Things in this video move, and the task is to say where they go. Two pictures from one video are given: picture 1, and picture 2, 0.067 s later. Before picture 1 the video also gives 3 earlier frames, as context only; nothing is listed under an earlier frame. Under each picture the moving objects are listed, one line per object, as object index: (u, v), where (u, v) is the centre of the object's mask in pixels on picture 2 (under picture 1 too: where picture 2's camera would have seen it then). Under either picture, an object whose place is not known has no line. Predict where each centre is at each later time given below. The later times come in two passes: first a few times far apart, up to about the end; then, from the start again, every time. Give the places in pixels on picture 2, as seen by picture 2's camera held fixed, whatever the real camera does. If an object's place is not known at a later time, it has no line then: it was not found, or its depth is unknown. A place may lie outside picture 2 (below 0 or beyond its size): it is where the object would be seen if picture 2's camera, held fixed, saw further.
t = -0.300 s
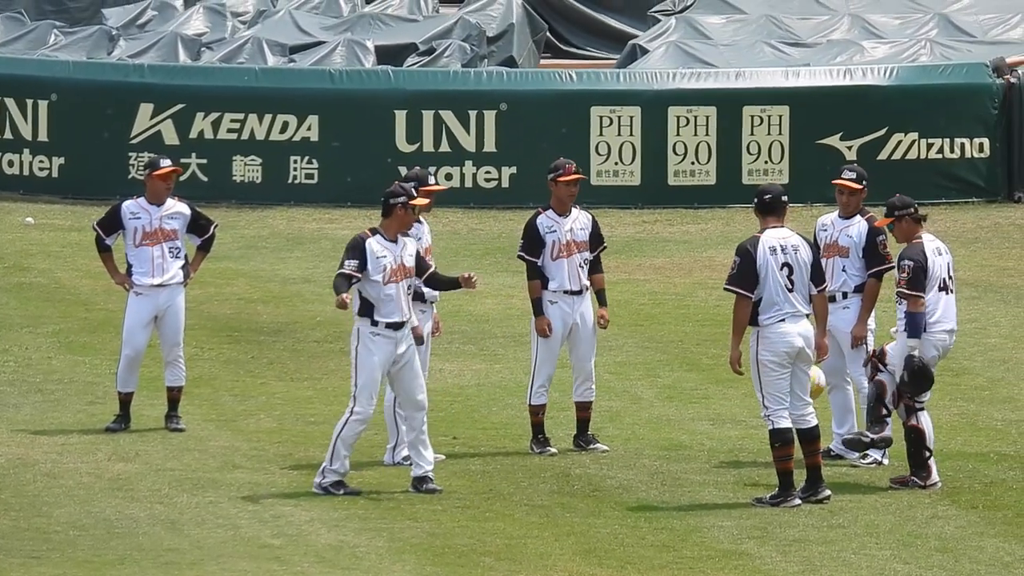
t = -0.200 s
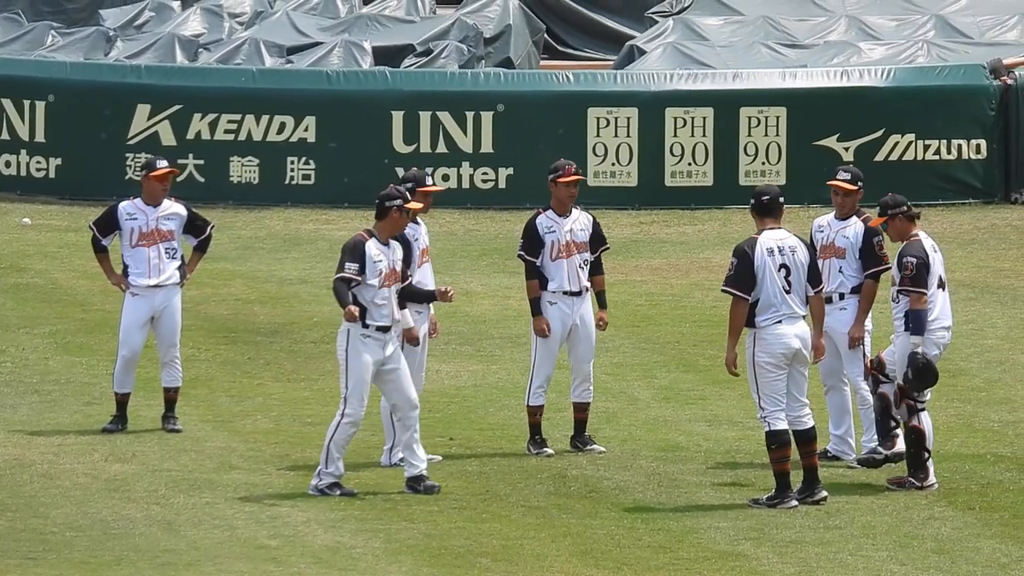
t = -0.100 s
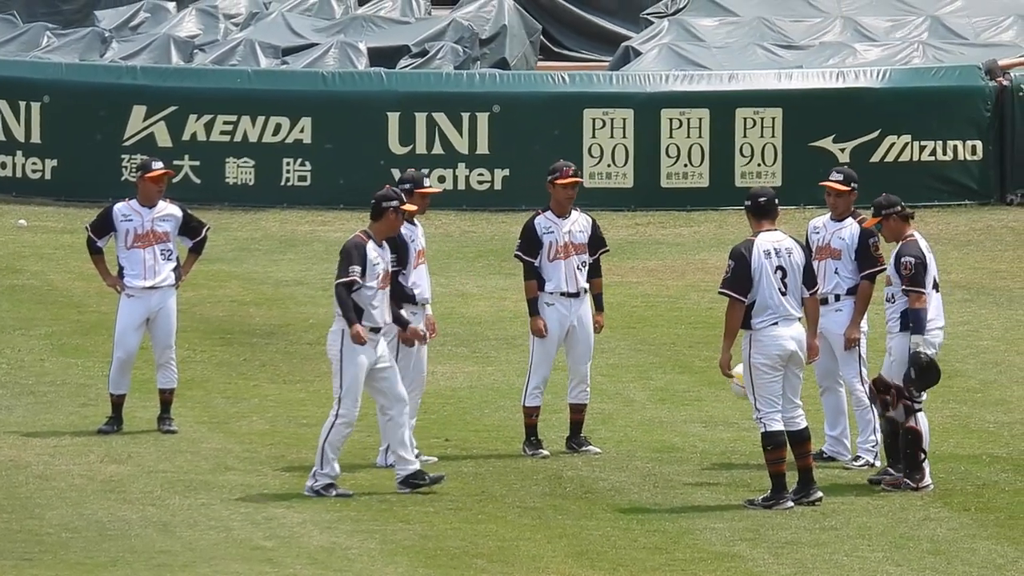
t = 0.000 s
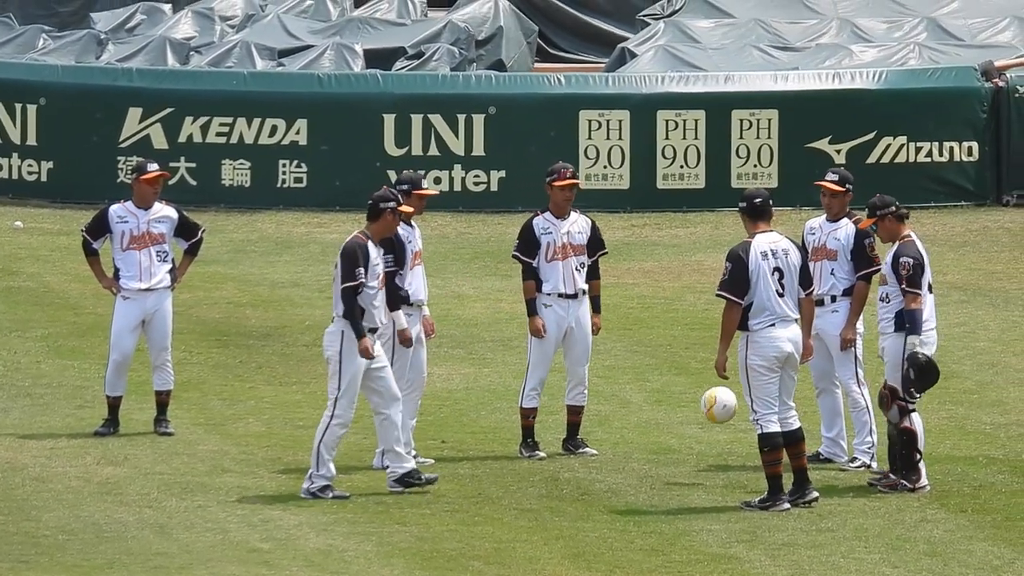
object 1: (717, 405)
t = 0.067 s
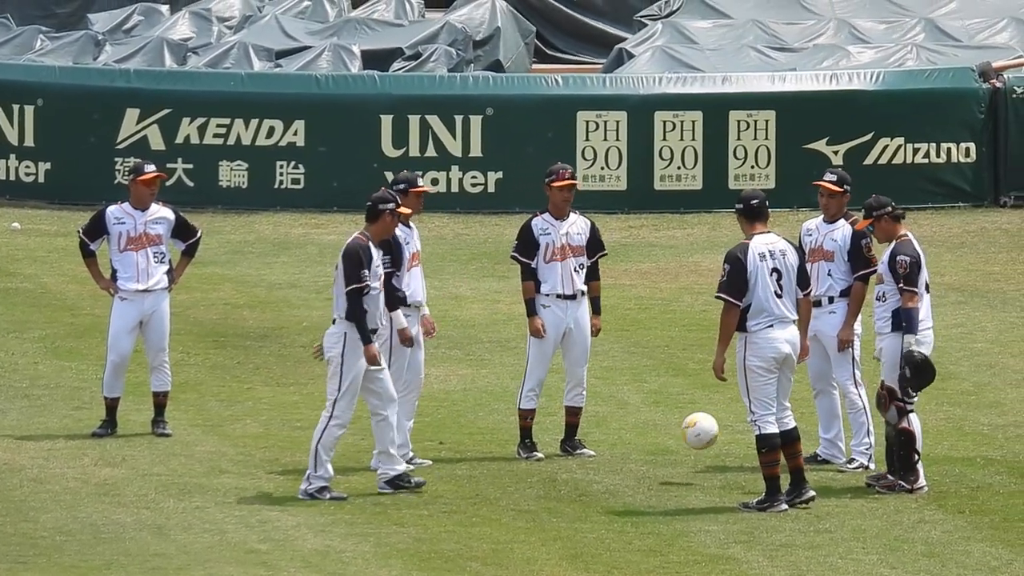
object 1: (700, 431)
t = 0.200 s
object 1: (678, 449)
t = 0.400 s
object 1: (668, 417)
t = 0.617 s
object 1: (657, 456)
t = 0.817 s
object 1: (646, 445)
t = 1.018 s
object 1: (634, 458)
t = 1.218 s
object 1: (624, 460)
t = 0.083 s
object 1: (696, 438)
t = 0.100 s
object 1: (692, 446)
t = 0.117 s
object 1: (687, 454)
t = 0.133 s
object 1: (683, 463)
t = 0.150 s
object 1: (681, 467)
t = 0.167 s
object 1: (680, 461)
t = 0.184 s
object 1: (679, 455)
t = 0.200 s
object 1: (678, 449)
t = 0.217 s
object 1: (677, 444)
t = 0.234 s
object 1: (676, 439)
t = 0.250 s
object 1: (675, 435)
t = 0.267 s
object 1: (675, 431)
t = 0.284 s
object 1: (674, 428)
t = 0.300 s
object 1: (673, 425)
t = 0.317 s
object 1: (672, 423)
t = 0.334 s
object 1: (671, 421)
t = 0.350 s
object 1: (670, 419)
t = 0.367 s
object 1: (670, 418)
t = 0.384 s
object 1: (669, 417)
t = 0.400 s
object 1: (668, 417)
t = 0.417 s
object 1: (667, 417)
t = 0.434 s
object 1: (666, 418)
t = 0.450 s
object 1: (666, 419)
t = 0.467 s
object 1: (665, 421)
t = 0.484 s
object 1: (664, 423)
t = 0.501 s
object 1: (663, 426)
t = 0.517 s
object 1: (662, 429)
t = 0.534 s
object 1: (661, 431)
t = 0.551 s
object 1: (660, 436)
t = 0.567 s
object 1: (659, 440)
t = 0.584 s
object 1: (658, 445)
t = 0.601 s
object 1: (657, 451)
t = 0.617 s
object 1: (657, 456)
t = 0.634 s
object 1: (656, 463)
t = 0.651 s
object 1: (655, 464)
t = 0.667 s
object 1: (654, 461)
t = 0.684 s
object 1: (653, 457)
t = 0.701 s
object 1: (652, 454)
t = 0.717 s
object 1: (651, 452)
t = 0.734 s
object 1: (650, 449)
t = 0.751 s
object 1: (649, 448)
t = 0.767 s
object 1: (648, 447)
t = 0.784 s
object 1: (647, 445)
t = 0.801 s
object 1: (646, 445)
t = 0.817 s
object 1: (646, 445)
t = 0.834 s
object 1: (645, 446)
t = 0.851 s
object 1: (644, 447)
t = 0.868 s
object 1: (643, 448)
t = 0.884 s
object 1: (642, 450)
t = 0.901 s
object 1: (641, 453)
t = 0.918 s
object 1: (640, 456)
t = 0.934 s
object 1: (638, 459)
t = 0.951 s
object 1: (638, 462)
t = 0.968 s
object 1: (637, 463)
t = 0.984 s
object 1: (636, 461)
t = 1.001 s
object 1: (635, 460)
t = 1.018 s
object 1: (634, 458)
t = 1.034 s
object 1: (633, 457)
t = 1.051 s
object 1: (632, 456)
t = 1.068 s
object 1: (631, 456)
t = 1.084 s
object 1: (630, 457)
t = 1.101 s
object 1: (630, 457)
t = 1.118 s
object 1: (629, 459)
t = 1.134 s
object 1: (628, 461)
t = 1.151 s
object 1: (627, 462)
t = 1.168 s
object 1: (626, 462)
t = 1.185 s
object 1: (626, 461)
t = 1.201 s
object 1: (625, 460)
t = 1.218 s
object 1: (624, 460)
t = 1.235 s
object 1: (624, 460)
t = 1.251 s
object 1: (622, 461)
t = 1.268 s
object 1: (621, 462)
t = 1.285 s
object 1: (621, 462)
